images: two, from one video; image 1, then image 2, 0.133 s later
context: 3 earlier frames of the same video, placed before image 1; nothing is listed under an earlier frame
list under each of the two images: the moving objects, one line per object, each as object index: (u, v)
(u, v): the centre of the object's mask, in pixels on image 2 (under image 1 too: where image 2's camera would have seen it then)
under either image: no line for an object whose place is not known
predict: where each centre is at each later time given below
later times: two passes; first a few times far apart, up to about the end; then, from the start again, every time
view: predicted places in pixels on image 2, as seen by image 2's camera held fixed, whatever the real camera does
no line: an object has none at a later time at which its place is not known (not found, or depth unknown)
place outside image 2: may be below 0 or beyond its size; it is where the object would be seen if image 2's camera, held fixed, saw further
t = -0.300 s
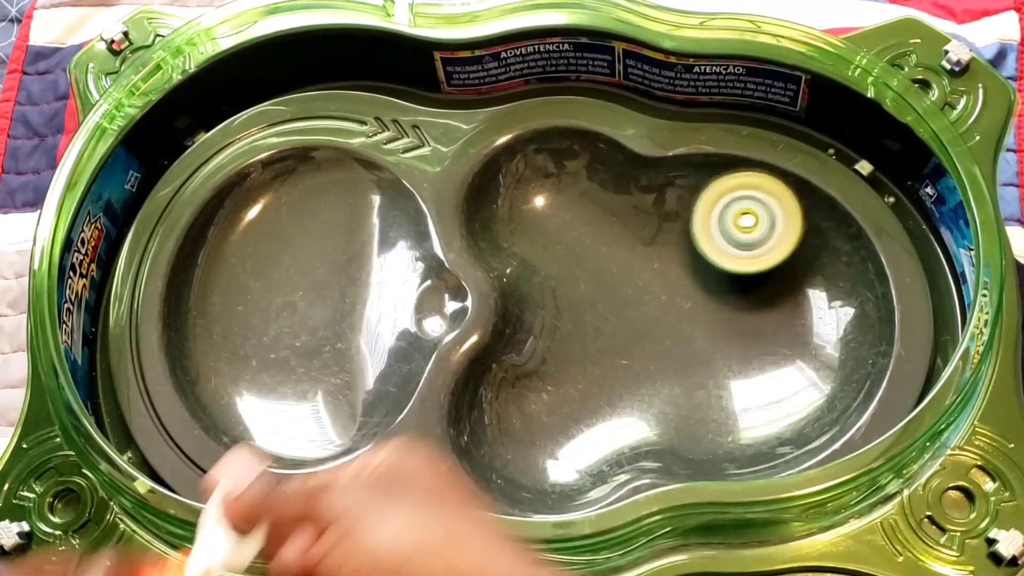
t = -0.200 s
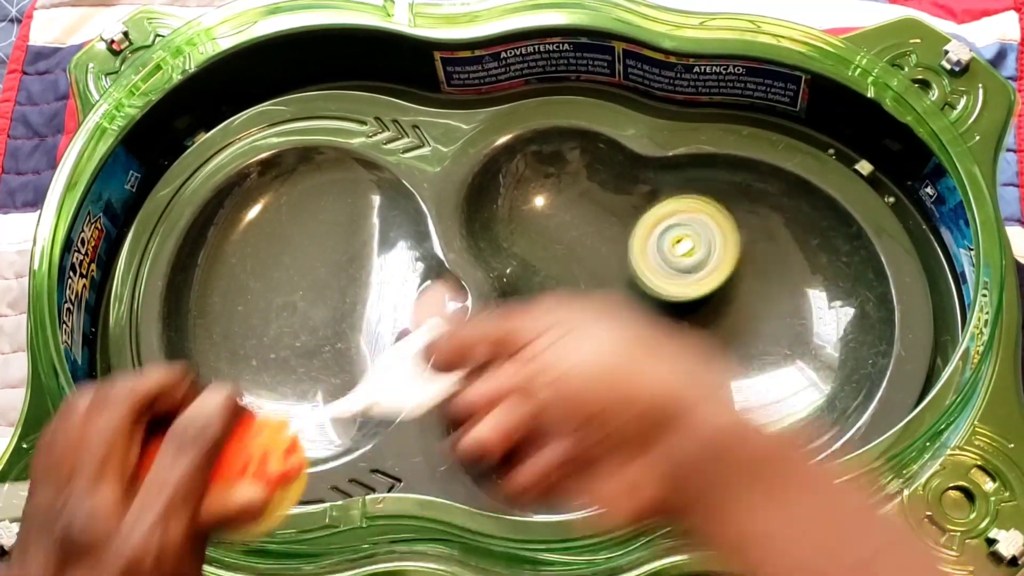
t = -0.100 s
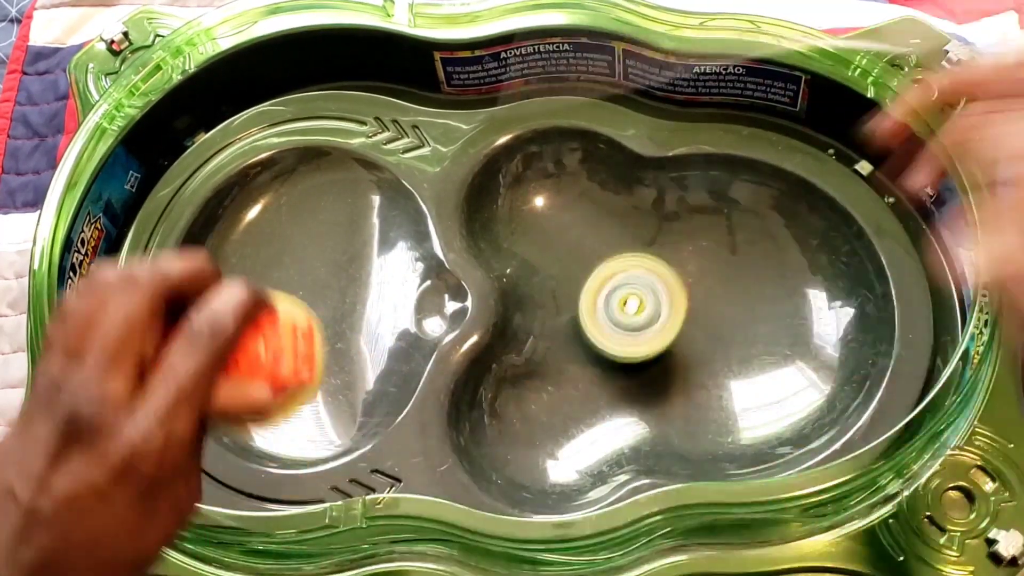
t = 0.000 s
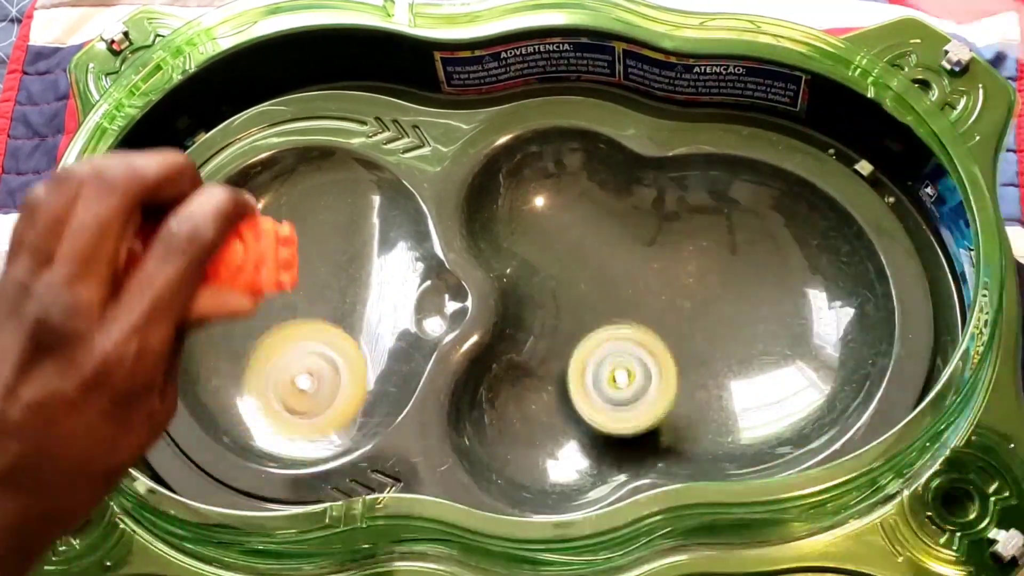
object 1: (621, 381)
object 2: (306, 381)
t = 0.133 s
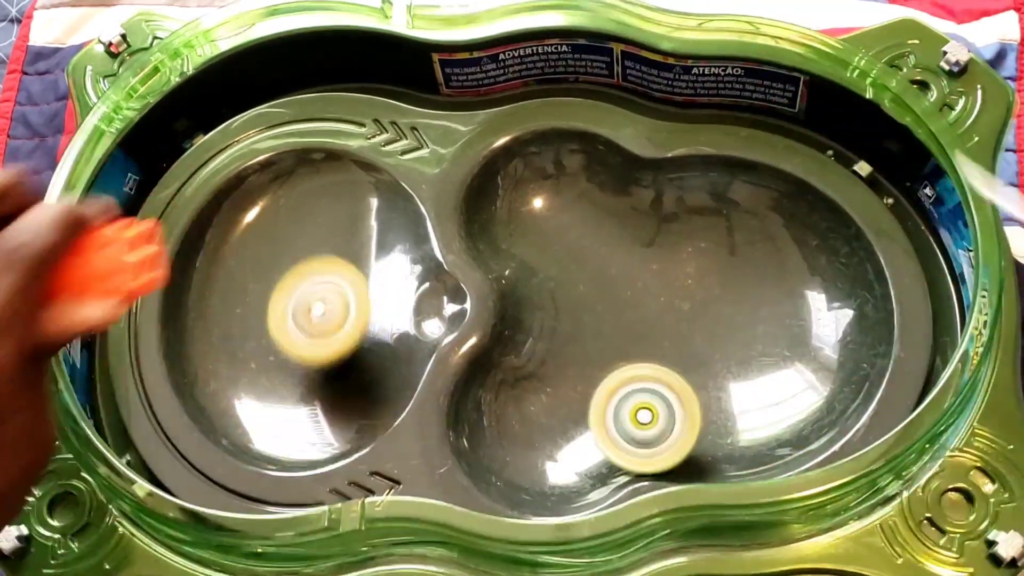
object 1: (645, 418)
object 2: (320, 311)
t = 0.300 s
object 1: (685, 327)
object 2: (298, 198)
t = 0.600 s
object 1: (693, 262)
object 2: (277, 316)
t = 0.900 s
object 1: (704, 387)
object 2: (440, 394)
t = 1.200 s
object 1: (818, 218)
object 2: (767, 352)
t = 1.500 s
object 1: (507, 194)
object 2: (623, 315)
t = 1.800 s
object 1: (383, 204)
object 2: (538, 444)
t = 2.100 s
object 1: (215, 280)
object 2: (668, 284)
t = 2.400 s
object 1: (383, 342)
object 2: (684, 257)
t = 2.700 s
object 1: (379, 166)
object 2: (652, 285)
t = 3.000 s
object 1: (222, 392)
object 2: (677, 282)
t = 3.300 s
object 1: (596, 390)
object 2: (710, 311)
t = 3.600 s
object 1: (621, 355)
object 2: (896, 206)
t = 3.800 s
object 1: (631, 362)
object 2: (741, 281)
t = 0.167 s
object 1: (650, 409)
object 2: (320, 287)
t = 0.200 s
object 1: (655, 393)
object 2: (315, 258)
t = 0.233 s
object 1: (662, 371)
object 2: (310, 234)
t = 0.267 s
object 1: (673, 348)
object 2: (304, 212)
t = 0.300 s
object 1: (685, 327)
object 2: (298, 198)
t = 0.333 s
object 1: (698, 308)
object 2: (291, 190)
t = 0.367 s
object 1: (712, 292)
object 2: (285, 186)
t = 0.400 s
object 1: (723, 280)
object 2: (279, 189)
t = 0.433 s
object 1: (729, 270)
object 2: (272, 197)
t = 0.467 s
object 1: (731, 263)
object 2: (268, 212)
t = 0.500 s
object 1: (728, 257)
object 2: (266, 232)
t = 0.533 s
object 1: (720, 255)
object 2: (266, 257)
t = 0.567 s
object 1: (708, 257)
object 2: (268, 286)
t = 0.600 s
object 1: (693, 262)
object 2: (277, 316)
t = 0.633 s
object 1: (679, 271)
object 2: (288, 343)
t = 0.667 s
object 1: (668, 284)
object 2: (304, 366)
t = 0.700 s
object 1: (662, 298)
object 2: (324, 384)
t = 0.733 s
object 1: (659, 313)
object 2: (344, 394)
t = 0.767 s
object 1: (661, 330)
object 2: (363, 400)
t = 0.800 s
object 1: (667, 349)
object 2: (380, 399)
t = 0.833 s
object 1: (676, 365)
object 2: (398, 395)
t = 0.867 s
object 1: (688, 378)
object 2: (420, 393)
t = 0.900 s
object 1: (704, 387)
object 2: (440, 394)
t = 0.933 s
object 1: (723, 392)
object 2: (467, 401)
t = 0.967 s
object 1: (743, 391)
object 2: (497, 410)
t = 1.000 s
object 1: (763, 384)
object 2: (541, 414)
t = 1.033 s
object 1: (780, 371)
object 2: (588, 415)
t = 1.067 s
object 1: (793, 354)
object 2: (638, 407)
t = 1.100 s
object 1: (802, 330)
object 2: (681, 397)
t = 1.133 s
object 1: (804, 302)
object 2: (731, 382)
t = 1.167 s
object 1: (816, 262)
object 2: (753, 370)
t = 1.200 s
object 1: (818, 218)
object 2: (767, 352)
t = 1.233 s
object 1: (796, 189)
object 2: (775, 331)
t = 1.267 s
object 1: (769, 170)
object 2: (776, 309)
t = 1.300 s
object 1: (740, 163)
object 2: (769, 286)
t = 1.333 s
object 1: (702, 172)
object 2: (755, 265)
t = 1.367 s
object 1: (666, 186)
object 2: (738, 251)
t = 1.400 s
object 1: (629, 192)
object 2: (707, 255)
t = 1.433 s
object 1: (593, 199)
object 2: (673, 264)
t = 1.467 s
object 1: (550, 204)
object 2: (644, 286)
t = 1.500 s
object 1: (507, 194)
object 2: (623, 315)
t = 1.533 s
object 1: (484, 185)
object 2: (601, 345)
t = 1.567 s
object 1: (467, 182)
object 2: (578, 377)
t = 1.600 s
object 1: (454, 185)
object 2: (554, 407)
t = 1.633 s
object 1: (444, 190)
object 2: (532, 434)
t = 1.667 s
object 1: (436, 193)
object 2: (519, 452)
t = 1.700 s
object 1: (427, 196)
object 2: (514, 460)
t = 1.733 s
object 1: (416, 197)
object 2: (515, 463)
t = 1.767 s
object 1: (402, 200)
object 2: (524, 458)
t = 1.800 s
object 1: (383, 204)
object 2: (538, 444)
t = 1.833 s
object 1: (359, 207)
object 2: (557, 423)
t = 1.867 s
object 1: (332, 209)
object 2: (572, 401)
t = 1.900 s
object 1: (301, 209)
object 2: (586, 379)
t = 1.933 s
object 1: (272, 209)
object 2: (600, 358)
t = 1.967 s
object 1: (244, 210)
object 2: (613, 340)
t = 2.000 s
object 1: (222, 216)
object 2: (627, 324)
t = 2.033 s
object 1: (208, 230)
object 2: (641, 309)
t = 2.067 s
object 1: (206, 253)
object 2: (656, 296)
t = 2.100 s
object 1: (215, 280)
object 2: (668, 284)
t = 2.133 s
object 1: (226, 309)
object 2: (679, 272)
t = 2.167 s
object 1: (240, 332)
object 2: (688, 260)
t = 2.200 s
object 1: (259, 351)
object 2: (694, 251)
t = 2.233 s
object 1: (280, 364)
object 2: (698, 244)
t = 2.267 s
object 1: (302, 371)
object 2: (699, 240)
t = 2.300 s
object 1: (324, 372)
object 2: (699, 240)
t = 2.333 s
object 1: (345, 368)
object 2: (696, 243)
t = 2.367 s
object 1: (364, 359)
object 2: (691, 249)
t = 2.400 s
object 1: (383, 342)
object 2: (684, 257)
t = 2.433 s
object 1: (398, 321)
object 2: (675, 267)
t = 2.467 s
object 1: (412, 295)
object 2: (665, 275)
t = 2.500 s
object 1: (424, 271)
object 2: (655, 282)
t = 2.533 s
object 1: (428, 249)
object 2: (647, 285)
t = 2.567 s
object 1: (426, 232)
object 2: (642, 286)
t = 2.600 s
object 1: (420, 214)
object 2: (641, 285)
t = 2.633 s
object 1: (411, 199)
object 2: (643, 285)
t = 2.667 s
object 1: (396, 181)
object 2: (646, 285)
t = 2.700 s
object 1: (379, 166)
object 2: (652, 285)
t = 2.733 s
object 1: (355, 152)
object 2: (658, 284)
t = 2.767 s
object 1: (326, 145)
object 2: (663, 283)
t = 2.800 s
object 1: (292, 150)
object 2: (667, 282)
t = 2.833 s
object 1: (260, 169)
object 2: (670, 282)
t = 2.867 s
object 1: (234, 203)
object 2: (672, 281)
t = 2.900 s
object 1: (215, 245)
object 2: (674, 280)
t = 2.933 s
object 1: (207, 293)
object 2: (675, 280)
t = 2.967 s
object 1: (208, 342)
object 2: (677, 281)
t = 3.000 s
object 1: (222, 392)
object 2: (677, 282)
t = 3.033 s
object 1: (250, 432)
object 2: (677, 284)
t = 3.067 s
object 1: (297, 463)
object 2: (679, 286)
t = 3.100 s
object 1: (343, 477)
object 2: (682, 289)
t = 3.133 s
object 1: (389, 488)
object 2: (685, 290)
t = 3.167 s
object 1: (430, 461)
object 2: (690, 293)
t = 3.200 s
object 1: (467, 440)
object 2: (694, 297)
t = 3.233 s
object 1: (505, 425)
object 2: (698, 302)
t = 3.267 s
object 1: (548, 408)
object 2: (704, 307)
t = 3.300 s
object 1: (596, 390)
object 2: (710, 311)
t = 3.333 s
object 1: (632, 374)
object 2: (726, 312)
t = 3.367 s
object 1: (625, 370)
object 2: (788, 292)
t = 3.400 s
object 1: (619, 366)
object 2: (838, 267)
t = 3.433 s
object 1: (613, 360)
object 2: (862, 242)
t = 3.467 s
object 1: (611, 355)
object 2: (874, 227)
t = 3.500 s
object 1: (611, 352)
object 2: (881, 220)
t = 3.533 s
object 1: (613, 352)
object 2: (886, 220)
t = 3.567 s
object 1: (617, 353)
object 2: (895, 211)
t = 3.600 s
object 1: (621, 355)
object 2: (896, 206)
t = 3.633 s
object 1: (626, 355)
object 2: (871, 216)
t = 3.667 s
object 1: (632, 356)
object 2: (844, 229)
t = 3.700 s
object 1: (640, 355)
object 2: (814, 251)
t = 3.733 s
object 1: (649, 352)
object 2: (777, 270)
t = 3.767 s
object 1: (655, 349)
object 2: (743, 284)
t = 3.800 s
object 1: (631, 362)
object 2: (741, 281)
